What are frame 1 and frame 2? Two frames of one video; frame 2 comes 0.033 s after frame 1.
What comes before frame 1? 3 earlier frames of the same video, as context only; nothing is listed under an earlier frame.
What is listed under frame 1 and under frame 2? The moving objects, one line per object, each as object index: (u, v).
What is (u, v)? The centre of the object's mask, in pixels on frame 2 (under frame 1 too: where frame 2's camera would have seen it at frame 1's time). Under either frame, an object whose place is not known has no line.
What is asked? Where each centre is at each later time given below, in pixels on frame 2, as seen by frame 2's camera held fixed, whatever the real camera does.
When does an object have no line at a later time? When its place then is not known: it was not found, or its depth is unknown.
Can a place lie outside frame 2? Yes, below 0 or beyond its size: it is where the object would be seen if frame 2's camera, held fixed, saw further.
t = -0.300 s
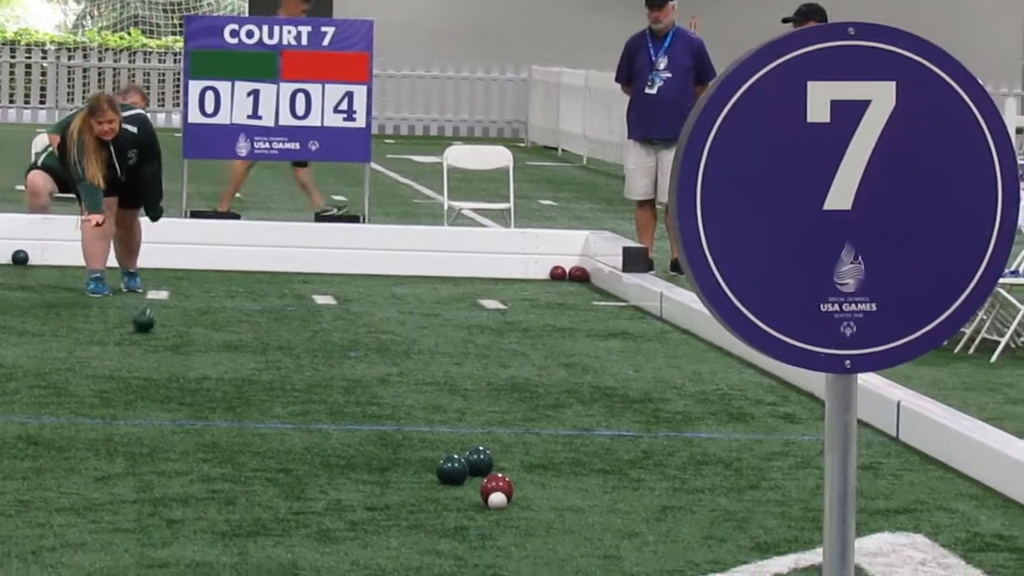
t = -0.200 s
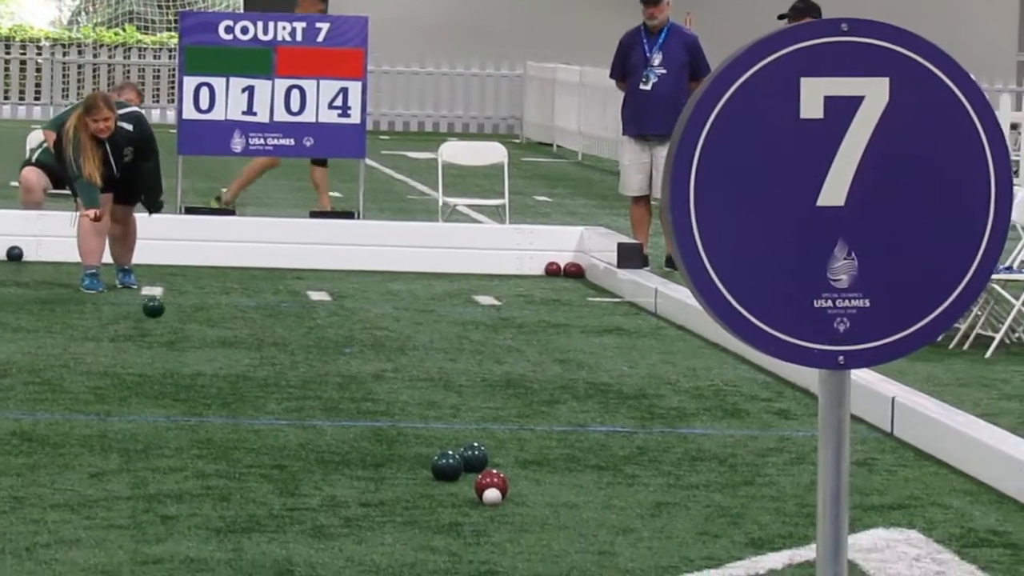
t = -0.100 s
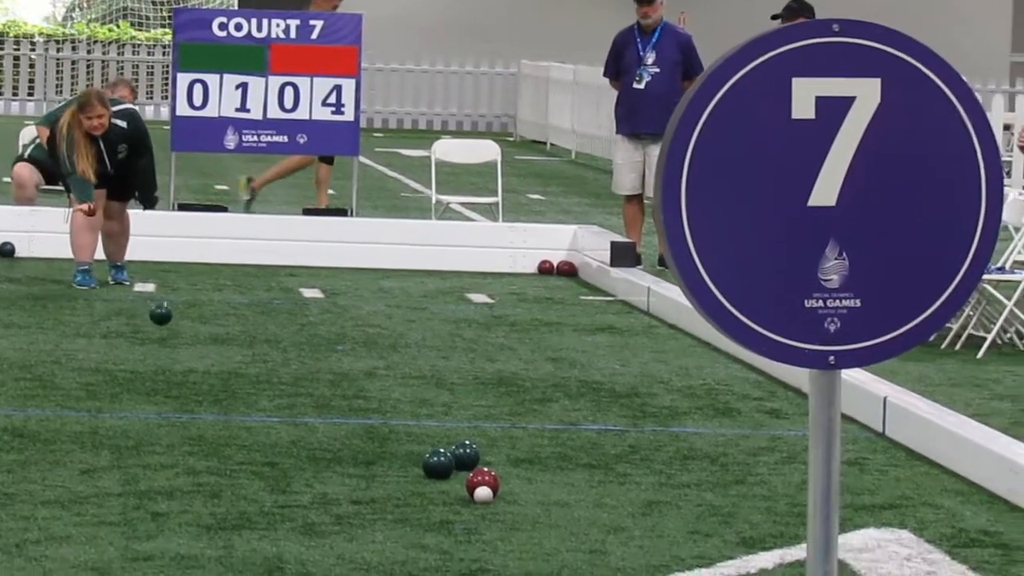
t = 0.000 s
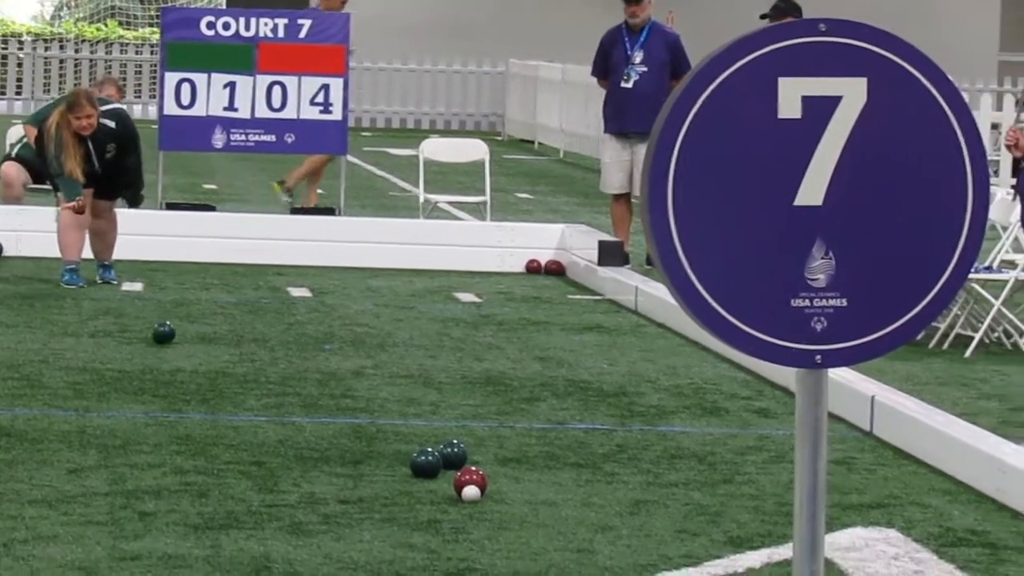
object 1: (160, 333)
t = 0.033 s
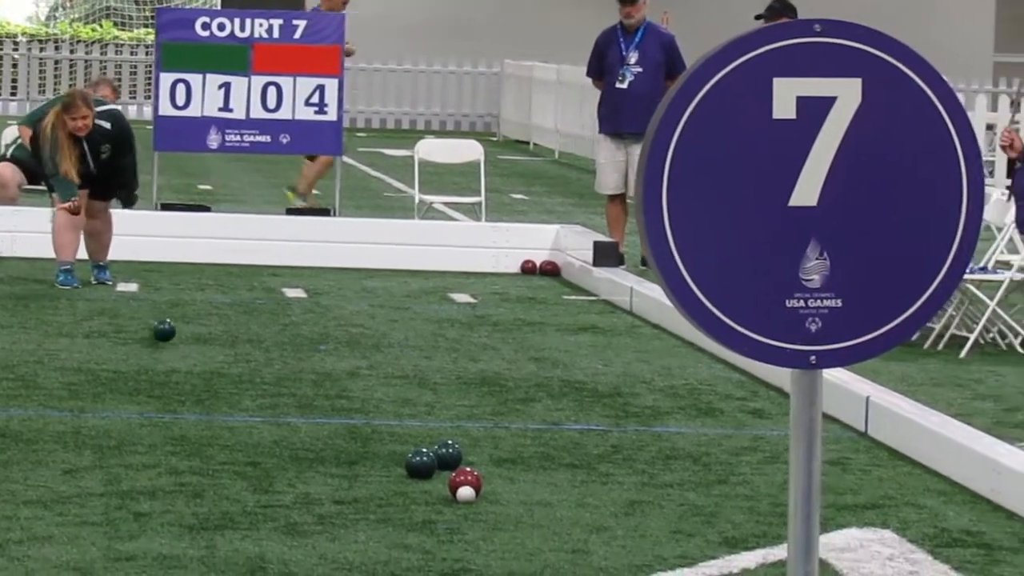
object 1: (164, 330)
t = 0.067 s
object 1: (168, 330)
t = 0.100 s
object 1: (172, 332)
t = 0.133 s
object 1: (176, 336)
